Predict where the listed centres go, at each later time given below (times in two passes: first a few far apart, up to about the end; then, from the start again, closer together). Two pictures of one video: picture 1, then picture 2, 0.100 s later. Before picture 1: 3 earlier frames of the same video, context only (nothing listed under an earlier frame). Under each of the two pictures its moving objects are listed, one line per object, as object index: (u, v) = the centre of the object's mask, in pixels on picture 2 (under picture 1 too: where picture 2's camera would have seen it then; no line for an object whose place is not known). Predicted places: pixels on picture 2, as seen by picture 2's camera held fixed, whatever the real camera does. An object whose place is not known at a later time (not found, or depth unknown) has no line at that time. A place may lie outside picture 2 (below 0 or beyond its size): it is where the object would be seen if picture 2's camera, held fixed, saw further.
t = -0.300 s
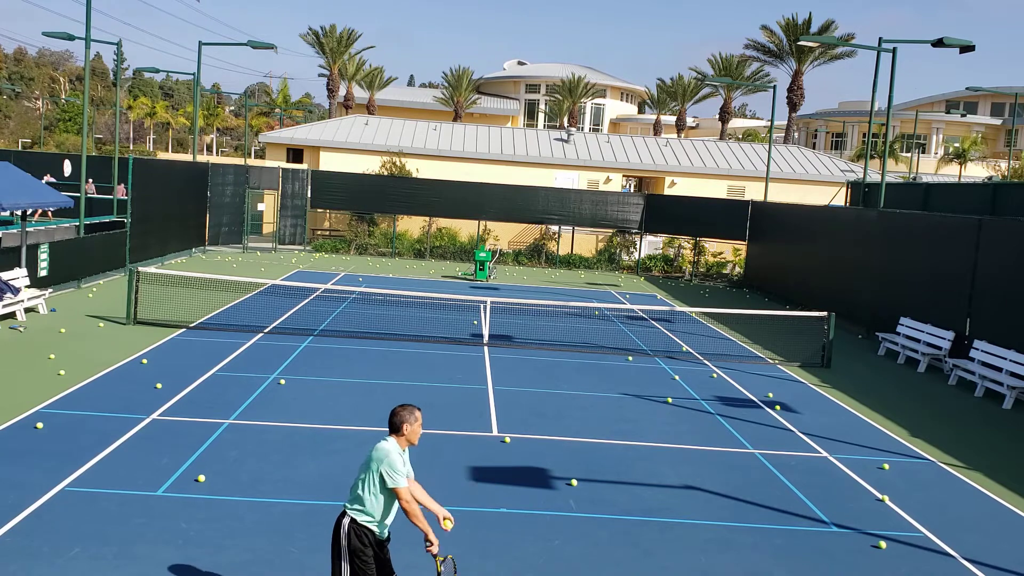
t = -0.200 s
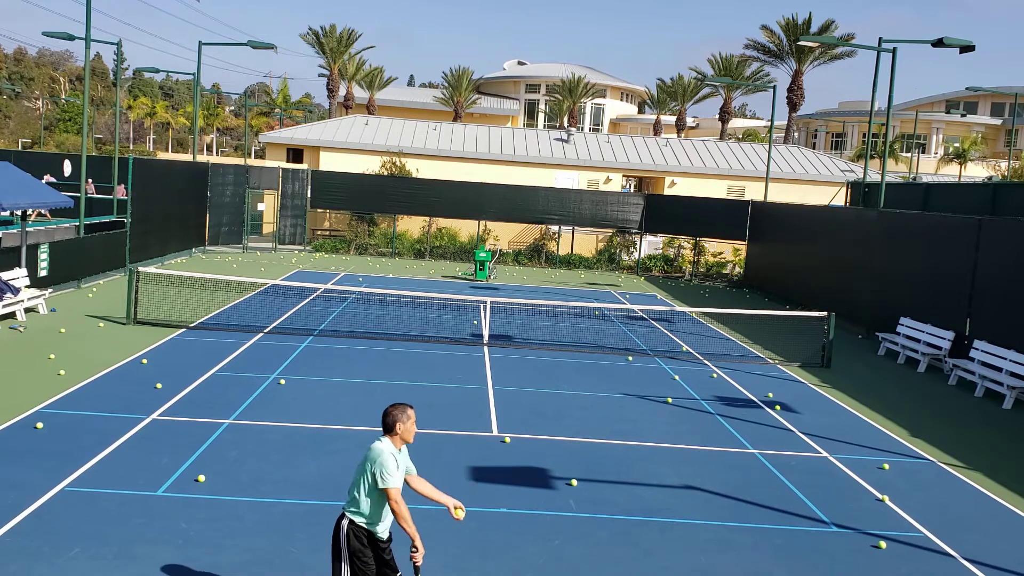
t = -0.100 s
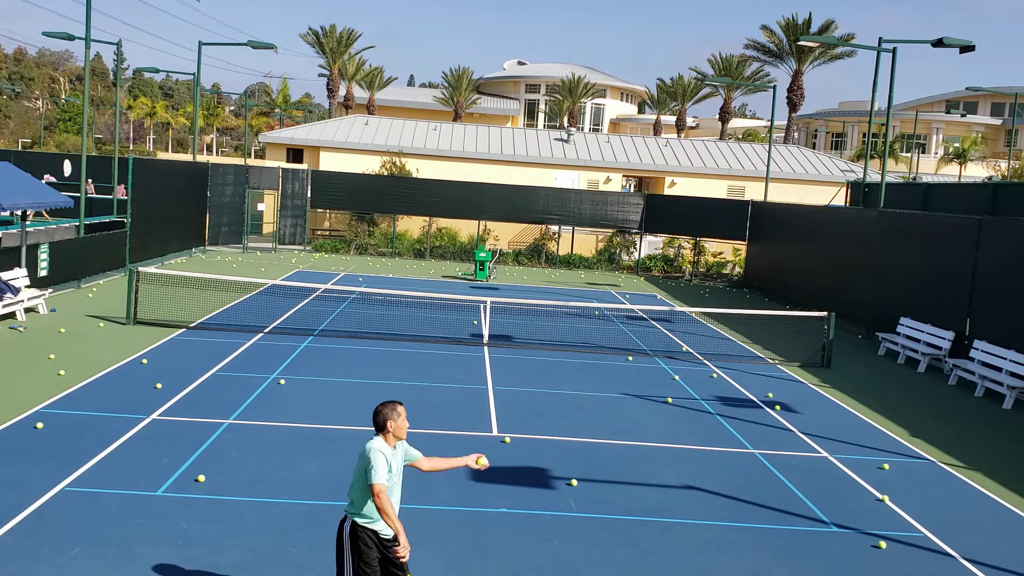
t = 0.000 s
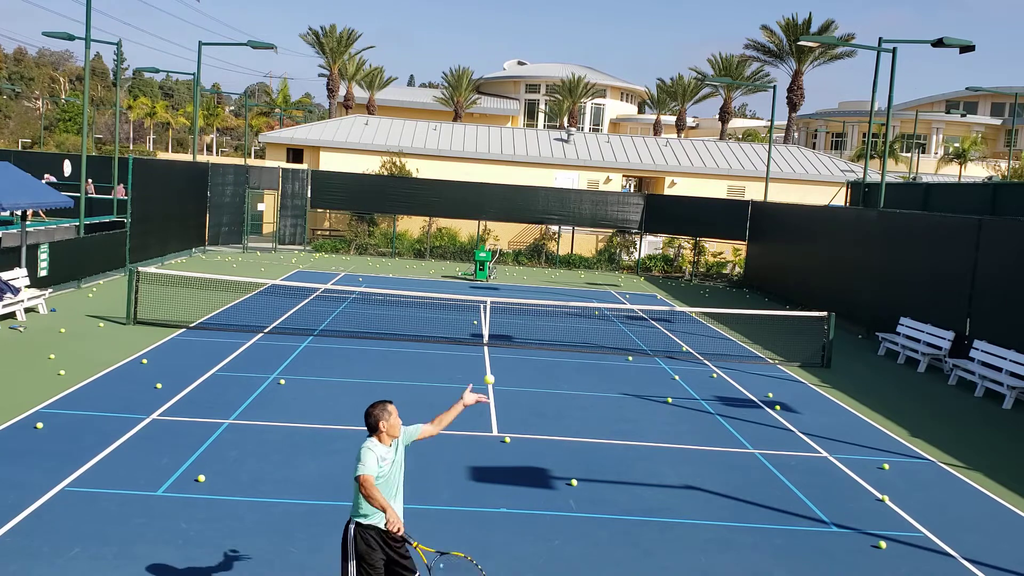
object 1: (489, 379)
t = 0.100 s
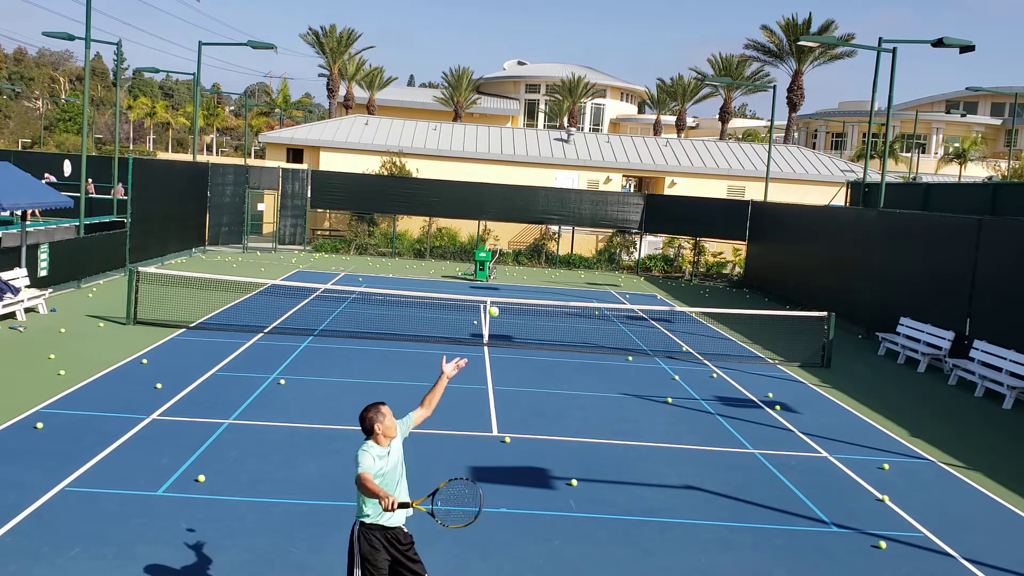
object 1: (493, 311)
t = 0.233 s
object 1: (498, 245)
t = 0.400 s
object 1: (500, 200)
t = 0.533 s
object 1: (499, 195)
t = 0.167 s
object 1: (495, 275)
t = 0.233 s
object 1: (498, 245)
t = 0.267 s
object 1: (498, 233)
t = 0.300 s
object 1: (499, 222)
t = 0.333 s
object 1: (499, 213)
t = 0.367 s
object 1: (499, 206)
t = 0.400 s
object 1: (500, 200)
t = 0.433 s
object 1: (500, 196)
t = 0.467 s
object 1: (500, 194)
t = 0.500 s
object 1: (500, 194)
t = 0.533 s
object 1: (499, 195)
